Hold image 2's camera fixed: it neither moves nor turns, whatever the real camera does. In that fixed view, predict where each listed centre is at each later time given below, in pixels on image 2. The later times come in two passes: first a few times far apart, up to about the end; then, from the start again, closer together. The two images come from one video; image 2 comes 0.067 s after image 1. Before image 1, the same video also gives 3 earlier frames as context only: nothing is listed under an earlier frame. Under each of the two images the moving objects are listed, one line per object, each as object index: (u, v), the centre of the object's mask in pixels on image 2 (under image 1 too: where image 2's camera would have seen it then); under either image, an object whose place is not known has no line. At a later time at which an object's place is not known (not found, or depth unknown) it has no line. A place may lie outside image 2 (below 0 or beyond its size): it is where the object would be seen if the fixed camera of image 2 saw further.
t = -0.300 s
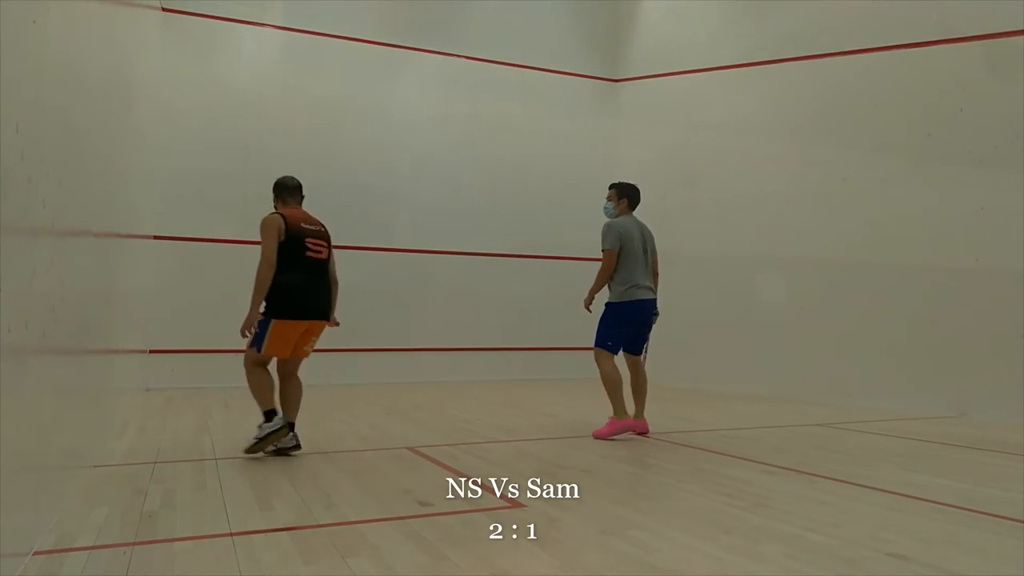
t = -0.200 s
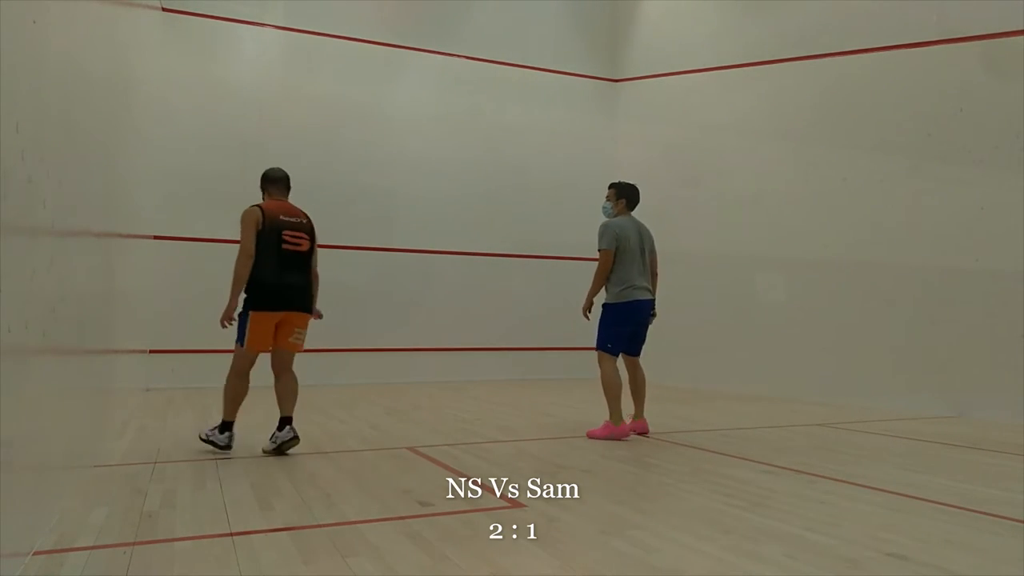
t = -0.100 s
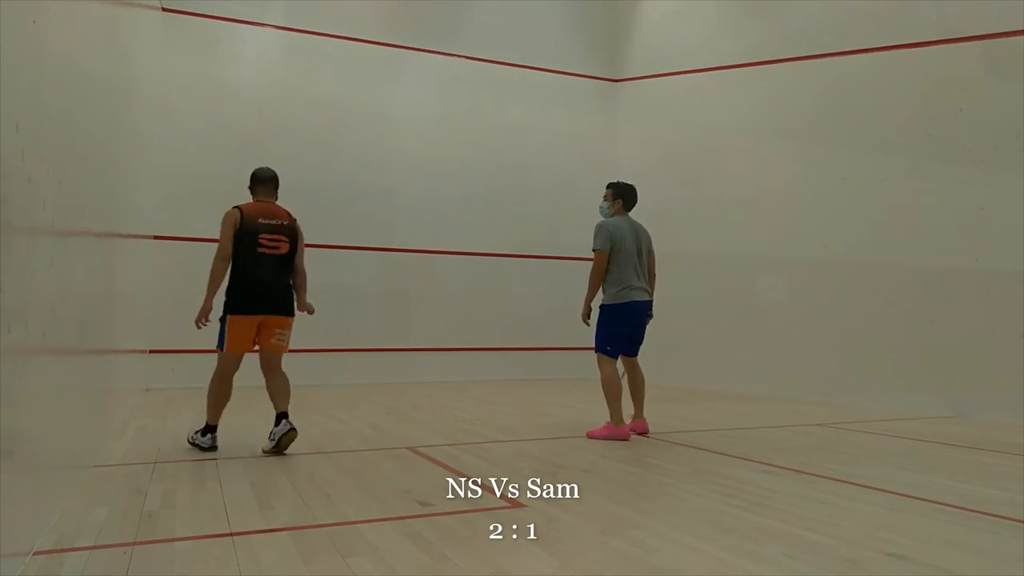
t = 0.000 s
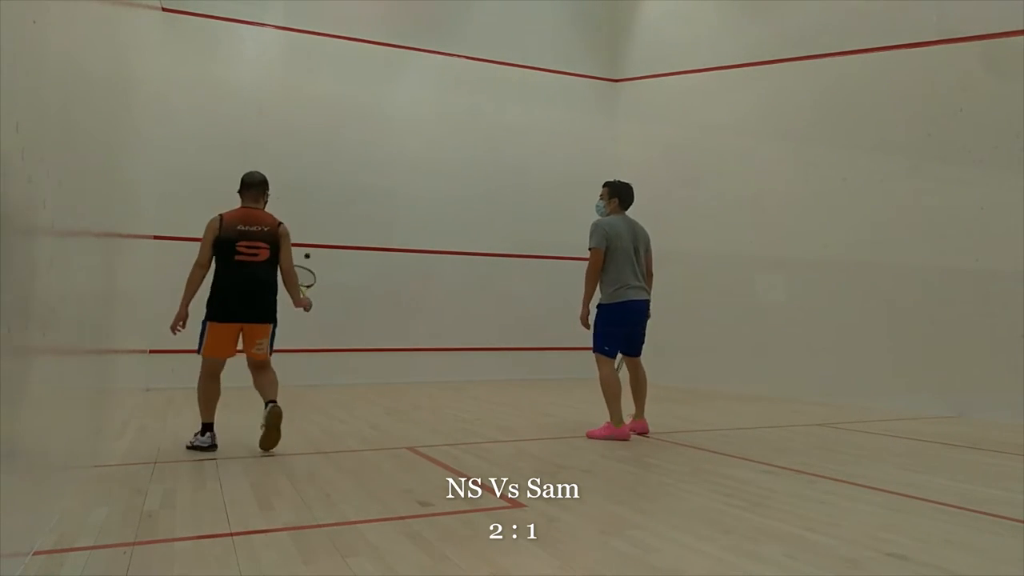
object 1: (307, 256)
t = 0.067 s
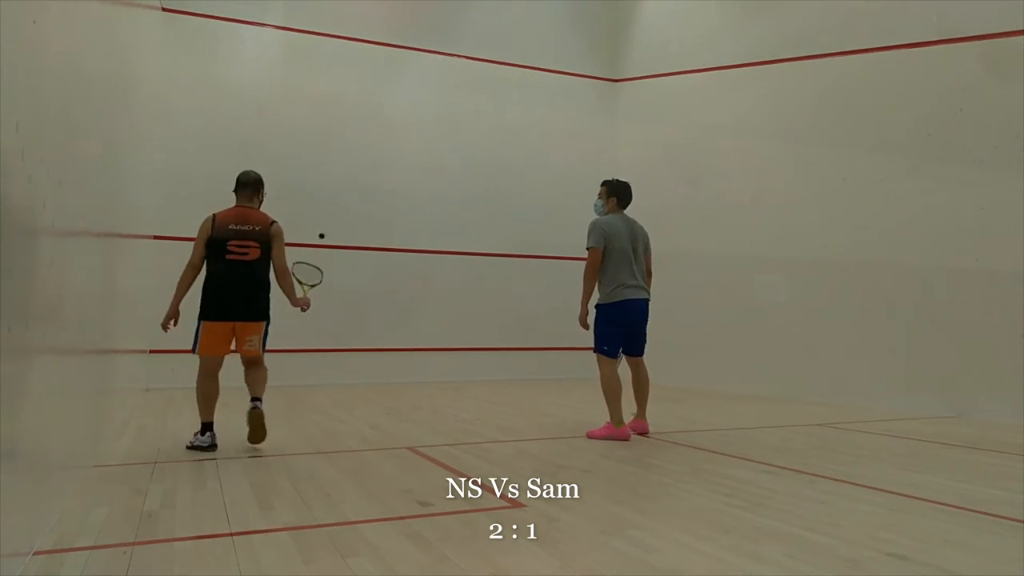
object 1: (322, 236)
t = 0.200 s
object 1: (351, 214)
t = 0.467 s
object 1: (412, 249)
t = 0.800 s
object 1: (488, 432)
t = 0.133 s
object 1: (336, 222)
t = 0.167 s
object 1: (344, 217)
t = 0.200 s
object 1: (351, 214)
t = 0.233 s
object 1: (358, 212)
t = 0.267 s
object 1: (366, 212)
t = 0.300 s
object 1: (374, 214)
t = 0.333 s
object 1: (381, 218)
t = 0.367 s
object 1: (388, 223)
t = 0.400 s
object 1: (396, 230)
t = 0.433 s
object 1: (404, 239)
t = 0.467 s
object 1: (412, 249)
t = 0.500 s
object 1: (419, 262)
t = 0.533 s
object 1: (427, 277)
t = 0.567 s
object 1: (435, 293)
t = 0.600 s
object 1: (443, 311)
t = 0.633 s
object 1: (451, 331)
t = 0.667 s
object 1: (459, 355)
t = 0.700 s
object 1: (467, 379)
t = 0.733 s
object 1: (475, 407)
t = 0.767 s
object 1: (483, 437)
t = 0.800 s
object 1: (488, 432)
